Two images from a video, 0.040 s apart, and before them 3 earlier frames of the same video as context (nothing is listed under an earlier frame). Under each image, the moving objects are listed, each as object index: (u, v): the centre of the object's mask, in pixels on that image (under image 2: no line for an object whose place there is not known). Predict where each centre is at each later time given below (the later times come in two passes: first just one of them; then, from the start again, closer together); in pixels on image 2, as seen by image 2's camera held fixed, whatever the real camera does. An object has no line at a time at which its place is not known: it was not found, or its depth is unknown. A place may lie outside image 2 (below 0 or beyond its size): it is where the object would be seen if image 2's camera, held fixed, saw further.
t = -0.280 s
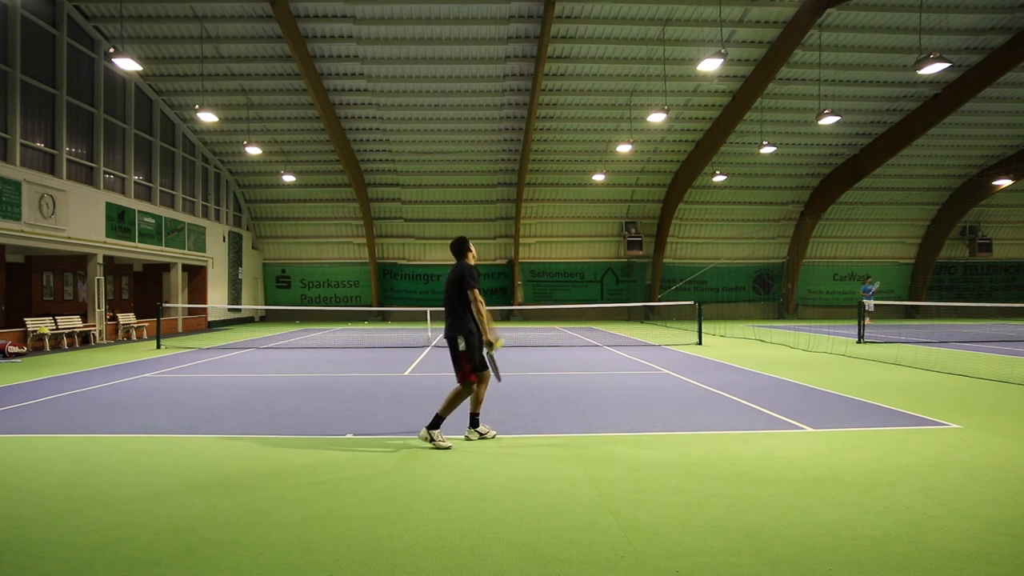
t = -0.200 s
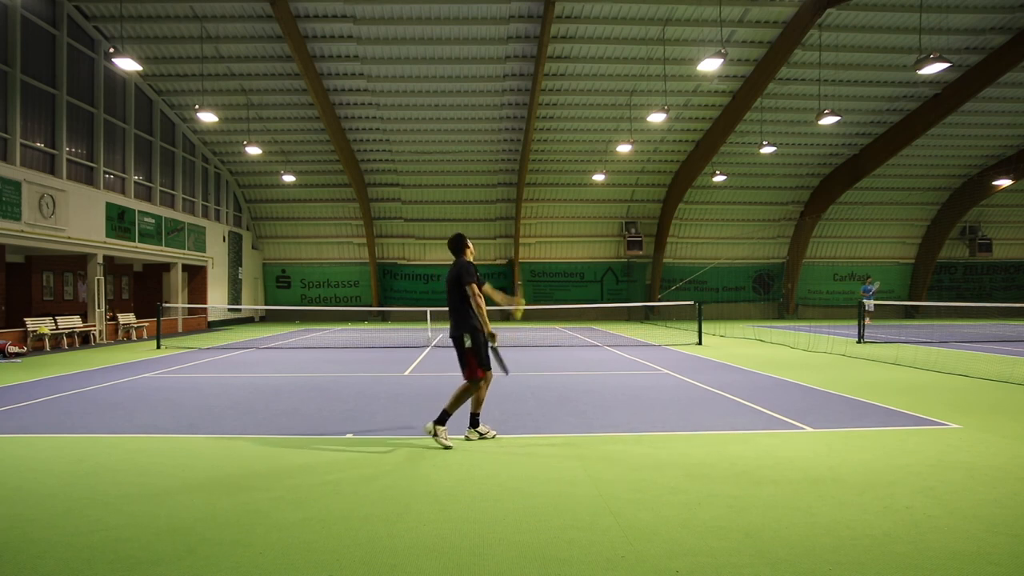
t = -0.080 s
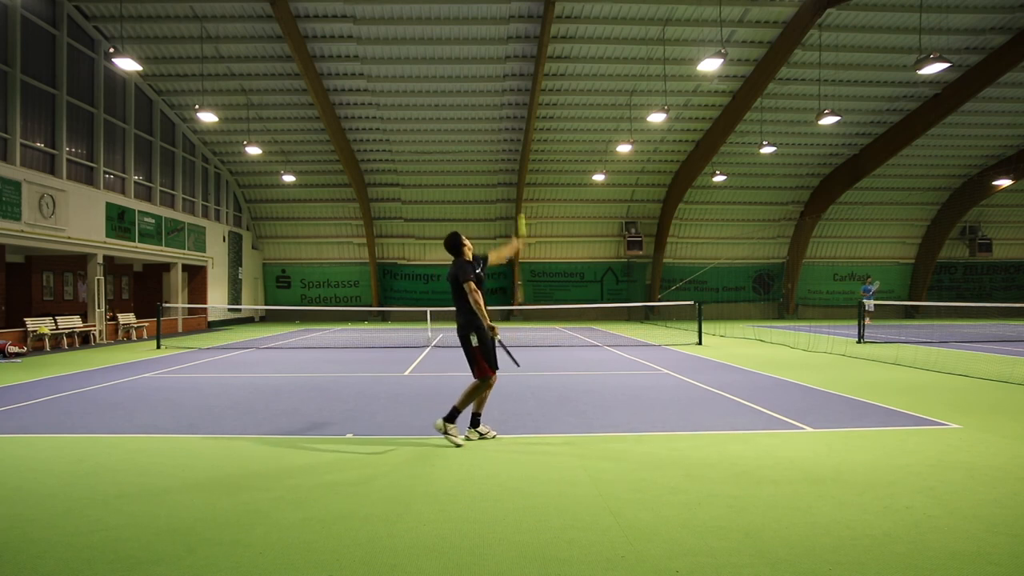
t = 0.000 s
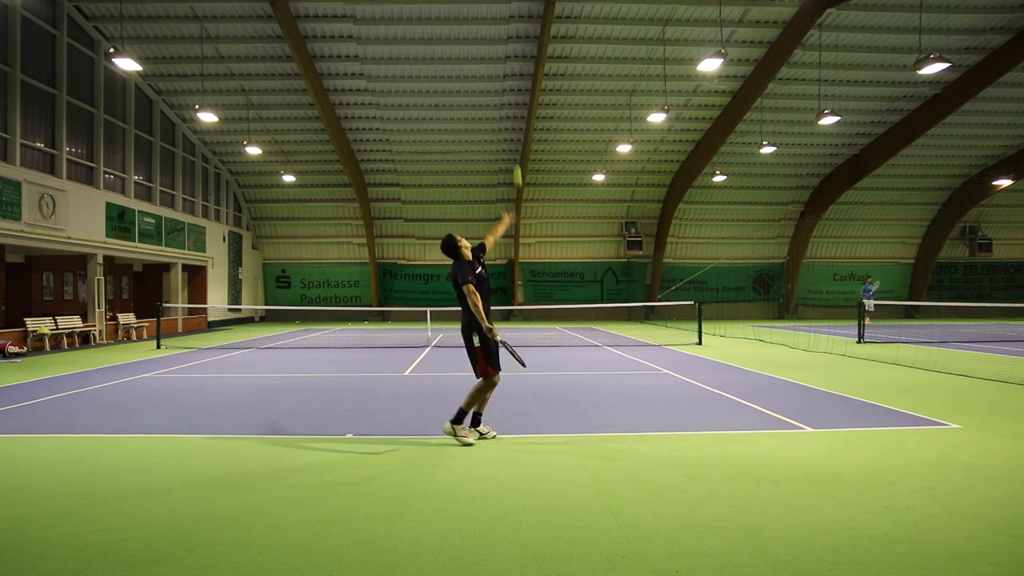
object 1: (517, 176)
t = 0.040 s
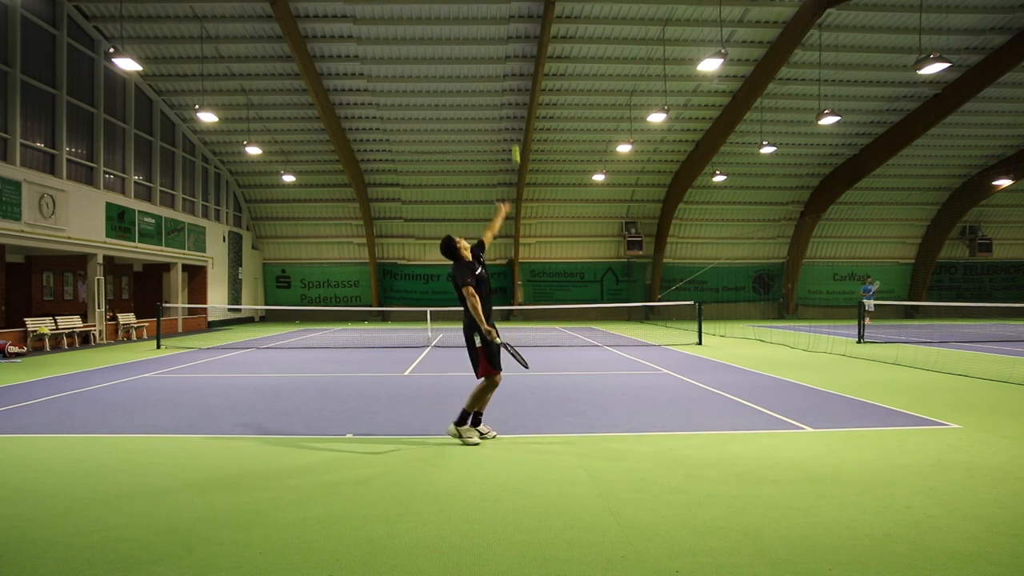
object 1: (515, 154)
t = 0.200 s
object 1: (508, 84)
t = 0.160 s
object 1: (510, 98)
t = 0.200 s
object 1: (508, 84)
